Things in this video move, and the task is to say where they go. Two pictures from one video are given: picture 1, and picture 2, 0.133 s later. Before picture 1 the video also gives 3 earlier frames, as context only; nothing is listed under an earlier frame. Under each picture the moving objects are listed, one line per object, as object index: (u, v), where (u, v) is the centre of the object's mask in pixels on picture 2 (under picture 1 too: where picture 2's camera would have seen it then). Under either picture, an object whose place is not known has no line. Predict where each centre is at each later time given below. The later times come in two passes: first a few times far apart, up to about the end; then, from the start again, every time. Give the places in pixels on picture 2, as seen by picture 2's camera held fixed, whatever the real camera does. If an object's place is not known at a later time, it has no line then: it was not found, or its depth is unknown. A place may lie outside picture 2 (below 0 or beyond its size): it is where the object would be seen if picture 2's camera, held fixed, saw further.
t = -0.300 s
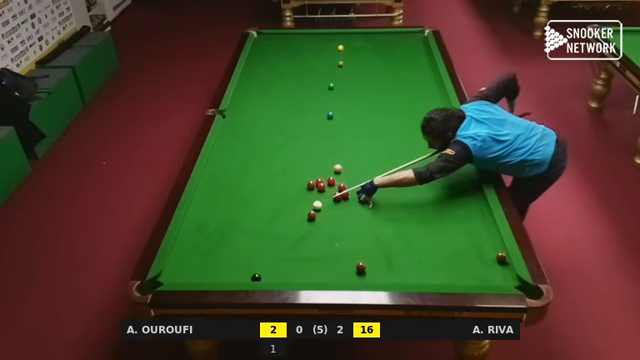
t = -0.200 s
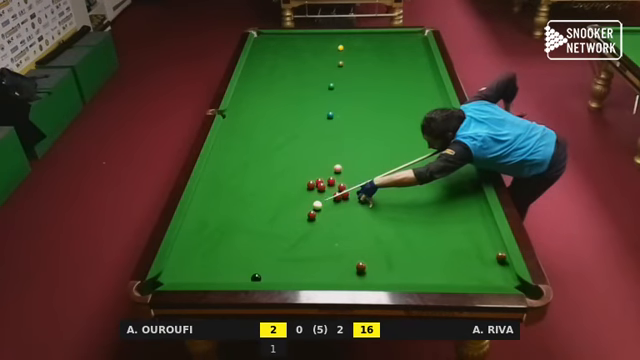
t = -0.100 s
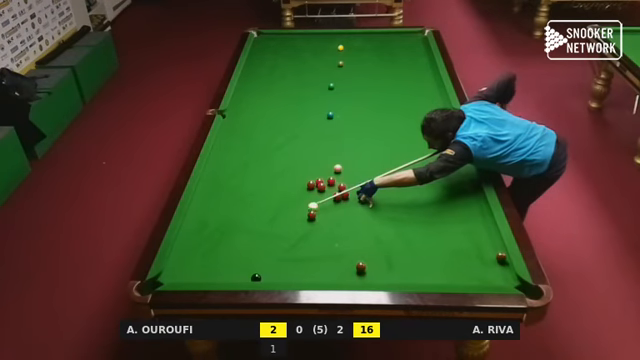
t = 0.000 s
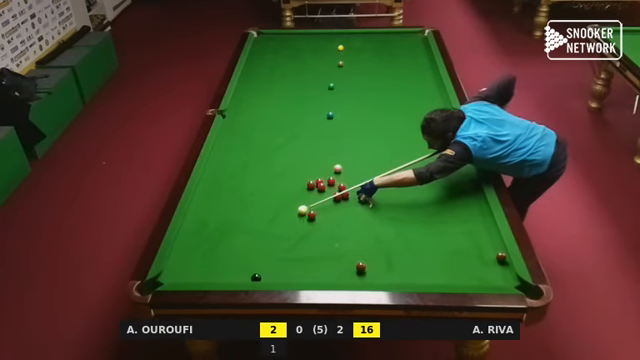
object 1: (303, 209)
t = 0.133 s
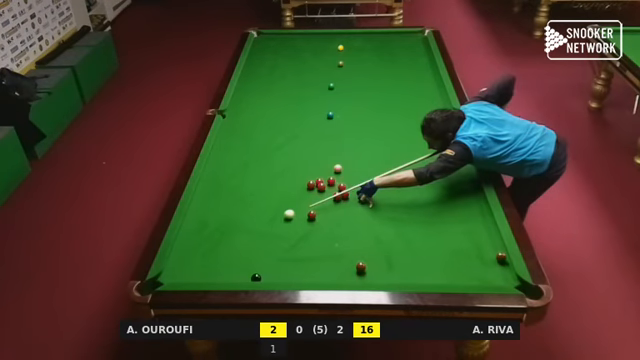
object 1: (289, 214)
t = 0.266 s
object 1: (275, 218)
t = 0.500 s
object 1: (252, 226)
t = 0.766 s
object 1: (224, 234)
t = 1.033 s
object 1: (197, 243)
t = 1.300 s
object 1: (177, 252)
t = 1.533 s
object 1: (189, 257)
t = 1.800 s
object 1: (201, 263)
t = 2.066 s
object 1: (213, 268)
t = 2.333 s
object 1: (225, 274)
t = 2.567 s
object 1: (234, 277)
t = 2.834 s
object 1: (243, 275)
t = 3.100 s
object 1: (249, 272)
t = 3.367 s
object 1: (253, 270)
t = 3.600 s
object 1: (255, 268)
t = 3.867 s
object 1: (258, 267)
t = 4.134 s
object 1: (259, 267)
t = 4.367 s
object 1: (259, 267)
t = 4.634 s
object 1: (259, 267)
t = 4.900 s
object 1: (259, 267)
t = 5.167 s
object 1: (259, 267)
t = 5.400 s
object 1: (259, 267)
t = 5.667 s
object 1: (259, 267)
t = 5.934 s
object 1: (259, 267)
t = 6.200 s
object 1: (259, 267)
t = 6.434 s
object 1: (259, 267)
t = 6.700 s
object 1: (259, 267)
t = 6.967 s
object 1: (259, 267)
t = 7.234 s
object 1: (259, 267)
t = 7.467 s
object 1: (259, 267)
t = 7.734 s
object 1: (259, 267)
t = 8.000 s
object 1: (259, 267)
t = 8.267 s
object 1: (259, 267)
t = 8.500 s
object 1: (259, 267)
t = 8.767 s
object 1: (259, 267)
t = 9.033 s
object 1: (259, 267)
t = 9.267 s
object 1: (259, 267)
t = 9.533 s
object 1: (259, 267)
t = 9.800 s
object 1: (259, 267)
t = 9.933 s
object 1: (259, 267)
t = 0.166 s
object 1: (285, 215)
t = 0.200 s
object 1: (282, 216)
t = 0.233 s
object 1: (279, 217)
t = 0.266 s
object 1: (275, 218)
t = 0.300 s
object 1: (272, 219)
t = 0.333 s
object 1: (268, 220)
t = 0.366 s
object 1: (265, 221)
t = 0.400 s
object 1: (262, 223)
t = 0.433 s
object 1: (258, 224)
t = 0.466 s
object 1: (255, 225)
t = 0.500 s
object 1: (252, 226)
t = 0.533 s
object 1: (248, 227)
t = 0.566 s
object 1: (245, 228)
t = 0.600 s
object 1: (241, 229)
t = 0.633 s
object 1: (238, 230)
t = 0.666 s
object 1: (235, 231)
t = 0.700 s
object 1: (231, 232)
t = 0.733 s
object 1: (228, 233)
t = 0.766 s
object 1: (224, 234)
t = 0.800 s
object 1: (221, 236)
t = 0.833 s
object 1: (218, 237)
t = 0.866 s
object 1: (214, 238)
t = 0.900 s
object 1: (211, 239)
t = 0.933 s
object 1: (207, 240)
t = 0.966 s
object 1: (204, 241)
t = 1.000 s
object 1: (201, 242)
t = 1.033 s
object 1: (197, 243)
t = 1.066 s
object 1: (194, 244)
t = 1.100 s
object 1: (190, 246)
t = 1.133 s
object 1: (187, 247)
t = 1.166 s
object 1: (184, 248)
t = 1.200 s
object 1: (180, 249)
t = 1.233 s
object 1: (177, 250)
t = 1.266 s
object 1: (176, 251)
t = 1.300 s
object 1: (177, 252)
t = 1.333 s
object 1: (179, 253)
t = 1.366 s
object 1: (181, 253)
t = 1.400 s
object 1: (182, 254)
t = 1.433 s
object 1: (184, 255)
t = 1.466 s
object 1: (186, 255)
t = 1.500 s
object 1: (187, 256)
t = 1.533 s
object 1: (189, 257)
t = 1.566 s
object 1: (191, 258)
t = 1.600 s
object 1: (192, 258)
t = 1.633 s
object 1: (194, 259)
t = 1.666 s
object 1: (195, 260)
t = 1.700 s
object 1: (197, 261)
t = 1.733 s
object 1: (198, 261)
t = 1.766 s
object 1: (200, 262)
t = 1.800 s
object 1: (201, 263)
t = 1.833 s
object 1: (203, 264)
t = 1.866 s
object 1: (204, 264)
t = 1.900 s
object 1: (206, 265)
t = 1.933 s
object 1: (207, 266)
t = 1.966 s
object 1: (209, 266)
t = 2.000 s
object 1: (210, 267)
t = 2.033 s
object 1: (212, 267)
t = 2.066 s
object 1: (213, 268)
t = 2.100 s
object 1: (215, 269)
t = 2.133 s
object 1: (216, 270)
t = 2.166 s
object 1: (218, 270)
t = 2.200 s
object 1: (219, 271)
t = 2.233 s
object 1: (221, 272)
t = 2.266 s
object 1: (222, 272)
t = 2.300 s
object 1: (223, 273)
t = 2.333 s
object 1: (225, 274)
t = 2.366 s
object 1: (226, 274)
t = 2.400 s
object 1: (227, 275)
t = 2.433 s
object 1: (229, 275)
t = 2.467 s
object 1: (230, 276)
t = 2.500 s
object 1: (231, 276)
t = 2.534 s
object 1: (233, 276)
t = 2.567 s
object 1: (234, 277)
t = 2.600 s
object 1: (235, 277)
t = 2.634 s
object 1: (236, 277)
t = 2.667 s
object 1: (237, 276)
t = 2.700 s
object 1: (238, 276)
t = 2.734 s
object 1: (239, 276)
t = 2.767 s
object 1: (241, 276)
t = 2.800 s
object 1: (242, 275)
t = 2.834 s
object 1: (243, 275)
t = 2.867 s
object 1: (244, 275)
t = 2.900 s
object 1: (245, 275)
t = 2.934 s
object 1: (246, 274)
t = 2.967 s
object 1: (247, 274)
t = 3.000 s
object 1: (247, 273)
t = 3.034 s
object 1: (248, 273)
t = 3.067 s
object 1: (249, 273)
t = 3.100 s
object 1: (249, 272)
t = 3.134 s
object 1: (250, 272)
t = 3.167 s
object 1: (250, 271)
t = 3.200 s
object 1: (251, 271)
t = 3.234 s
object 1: (251, 271)
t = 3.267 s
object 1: (252, 271)
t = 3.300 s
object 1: (252, 270)
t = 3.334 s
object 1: (253, 270)
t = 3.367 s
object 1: (253, 270)
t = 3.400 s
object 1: (253, 270)
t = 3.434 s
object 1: (254, 269)
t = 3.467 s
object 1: (254, 269)
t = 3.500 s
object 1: (255, 269)
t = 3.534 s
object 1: (255, 269)
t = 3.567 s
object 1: (255, 268)
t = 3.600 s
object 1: (255, 268)
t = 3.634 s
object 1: (256, 268)
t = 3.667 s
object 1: (256, 268)
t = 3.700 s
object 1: (257, 267)
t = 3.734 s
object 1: (257, 267)
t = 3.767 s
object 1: (257, 267)
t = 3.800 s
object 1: (257, 267)
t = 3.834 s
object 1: (258, 267)
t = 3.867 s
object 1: (258, 267)
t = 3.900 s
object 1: (258, 267)
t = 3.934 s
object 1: (258, 267)
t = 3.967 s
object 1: (258, 267)
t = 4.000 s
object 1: (258, 267)
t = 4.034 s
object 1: (259, 267)
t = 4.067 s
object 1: (259, 267)
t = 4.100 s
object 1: (259, 267)
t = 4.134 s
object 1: (259, 267)
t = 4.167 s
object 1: (259, 267)
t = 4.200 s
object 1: (259, 267)
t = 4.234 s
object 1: (259, 267)
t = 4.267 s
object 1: (259, 267)
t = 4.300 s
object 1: (259, 267)
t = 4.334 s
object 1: (259, 267)
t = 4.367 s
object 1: (259, 267)
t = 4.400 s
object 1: (259, 267)
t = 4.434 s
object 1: (259, 267)
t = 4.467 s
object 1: (259, 267)
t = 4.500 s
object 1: (259, 267)
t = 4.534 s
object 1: (259, 267)
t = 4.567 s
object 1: (259, 267)
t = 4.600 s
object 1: (259, 267)
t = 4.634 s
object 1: (259, 267)
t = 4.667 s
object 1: (259, 267)
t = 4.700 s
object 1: (259, 267)
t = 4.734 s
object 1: (259, 267)
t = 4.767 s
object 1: (259, 267)
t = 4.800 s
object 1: (259, 267)
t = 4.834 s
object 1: (259, 267)
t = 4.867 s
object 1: (259, 267)
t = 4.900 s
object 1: (259, 267)
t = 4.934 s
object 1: (259, 267)
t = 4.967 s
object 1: (259, 267)
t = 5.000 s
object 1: (259, 267)
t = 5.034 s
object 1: (259, 267)
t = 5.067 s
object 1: (259, 267)
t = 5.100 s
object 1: (259, 267)
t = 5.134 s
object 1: (259, 267)
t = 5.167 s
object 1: (259, 267)
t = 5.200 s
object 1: (259, 267)
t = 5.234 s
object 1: (259, 267)
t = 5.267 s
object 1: (259, 267)
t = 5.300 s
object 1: (259, 267)
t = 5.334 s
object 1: (259, 267)
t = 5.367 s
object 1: (259, 267)
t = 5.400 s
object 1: (259, 267)
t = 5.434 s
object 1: (259, 267)
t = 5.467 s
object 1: (259, 267)
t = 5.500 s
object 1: (259, 267)
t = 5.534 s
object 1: (259, 267)
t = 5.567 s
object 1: (259, 267)
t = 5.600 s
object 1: (259, 267)
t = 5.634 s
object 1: (259, 267)
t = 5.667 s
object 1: (259, 267)
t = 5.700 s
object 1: (259, 267)
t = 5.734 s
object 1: (259, 267)
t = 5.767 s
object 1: (259, 267)
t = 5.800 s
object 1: (259, 267)
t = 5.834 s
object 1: (259, 267)
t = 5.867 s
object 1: (259, 267)
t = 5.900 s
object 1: (259, 267)
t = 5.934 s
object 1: (259, 267)
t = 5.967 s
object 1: (259, 267)
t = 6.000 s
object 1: (259, 267)
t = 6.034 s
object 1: (259, 267)
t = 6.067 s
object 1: (259, 267)
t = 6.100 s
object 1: (259, 267)
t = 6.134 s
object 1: (259, 267)
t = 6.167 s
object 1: (259, 267)
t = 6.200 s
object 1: (259, 267)
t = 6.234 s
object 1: (259, 267)
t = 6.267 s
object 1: (259, 267)
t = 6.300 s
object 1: (259, 267)
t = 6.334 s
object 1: (259, 267)
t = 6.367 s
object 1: (259, 267)
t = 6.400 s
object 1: (259, 267)
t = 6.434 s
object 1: (259, 267)
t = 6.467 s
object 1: (259, 267)
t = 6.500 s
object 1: (259, 267)
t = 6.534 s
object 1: (259, 267)
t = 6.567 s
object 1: (259, 267)
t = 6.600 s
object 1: (259, 267)
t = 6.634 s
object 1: (259, 267)
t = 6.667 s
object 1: (259, 267)
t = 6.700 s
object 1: (259, 267)
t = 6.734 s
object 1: (259, 267)
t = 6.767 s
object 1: (259, 267)
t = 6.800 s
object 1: (259, 267)
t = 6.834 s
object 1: (259, 267)
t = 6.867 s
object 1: (259, 267)
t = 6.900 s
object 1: (259, 267)
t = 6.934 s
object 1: (259, 267)
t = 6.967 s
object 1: (259, 267)
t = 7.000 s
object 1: (259, 267)
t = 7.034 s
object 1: (259, 267)
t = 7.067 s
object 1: (259, 267)
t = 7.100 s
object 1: (259, 267)
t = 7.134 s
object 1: (259, 267)
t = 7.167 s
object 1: (259, 267)
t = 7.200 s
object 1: (259, 267)
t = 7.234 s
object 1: (259, 267)
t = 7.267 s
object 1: (259, 267)
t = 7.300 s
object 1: (259, 267)
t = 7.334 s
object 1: (259, 267)
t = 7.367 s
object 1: (259, 267)
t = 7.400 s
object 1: (259, 267)
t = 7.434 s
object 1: (259, 267)
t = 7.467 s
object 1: (259, 267)
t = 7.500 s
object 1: (259, 267)
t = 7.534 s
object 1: (259, 267)
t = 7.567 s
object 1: (259, 267)
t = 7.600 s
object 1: (259, 267)
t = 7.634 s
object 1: (259, 267)
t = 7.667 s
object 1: (259, 267)
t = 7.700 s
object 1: (259, 267)
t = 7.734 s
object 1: (259, 267)
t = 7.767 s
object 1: (259, 267)
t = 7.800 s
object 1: (259, 267)
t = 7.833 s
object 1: (259, 267)
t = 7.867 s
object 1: (259, 267)
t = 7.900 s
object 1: (259, 267)
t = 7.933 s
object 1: (259, 267)
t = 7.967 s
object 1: (259, 267)
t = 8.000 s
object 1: (259, 267)
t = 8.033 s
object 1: (259, 267)
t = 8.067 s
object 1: (259, 267)
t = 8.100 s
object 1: (259, 267)
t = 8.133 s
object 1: (259, 267)
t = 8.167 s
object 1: (259, 267)
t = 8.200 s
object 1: (259, 267)
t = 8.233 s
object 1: (259, 267)
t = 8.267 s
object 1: (259, 267)
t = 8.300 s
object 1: (259, 267)
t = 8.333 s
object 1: (259, 267)
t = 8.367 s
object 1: (259, 267)
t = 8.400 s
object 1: (259, 267)
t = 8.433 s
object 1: (259, 267)
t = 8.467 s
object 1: (259, 267)
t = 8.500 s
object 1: (259, 267)
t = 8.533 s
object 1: (259, 267)
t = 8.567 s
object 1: (259, 267)
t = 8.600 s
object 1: (259, 267)
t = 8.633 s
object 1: (259, 267)
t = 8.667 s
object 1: (259, 267)
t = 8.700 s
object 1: (259, 267)
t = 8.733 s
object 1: (259, 267)
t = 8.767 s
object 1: (259, 267)
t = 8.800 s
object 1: (259, 267)
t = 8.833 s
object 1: (259, 267)
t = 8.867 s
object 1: (259, 267)
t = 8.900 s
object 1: (259, 267)
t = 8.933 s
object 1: (259, 267)
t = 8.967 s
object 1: (259, 267)
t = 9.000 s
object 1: (259, 267)
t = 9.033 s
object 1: (259, 267)
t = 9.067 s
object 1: (259, 267)
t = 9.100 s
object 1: (259, 267)
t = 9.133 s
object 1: (259, 267)
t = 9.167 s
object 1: (259, 267)
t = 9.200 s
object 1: (259, 267)
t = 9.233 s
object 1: (259, 267)
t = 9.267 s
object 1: (259, 267)
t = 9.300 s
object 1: (259, 267)
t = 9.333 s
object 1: (259, 267)
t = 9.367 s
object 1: (259, 267)
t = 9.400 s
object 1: (259, 267)
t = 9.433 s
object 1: (259, 267)
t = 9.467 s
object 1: (259, 267)
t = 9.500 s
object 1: (259, 267)
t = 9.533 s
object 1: (259, 267)
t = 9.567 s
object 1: (259, 267)
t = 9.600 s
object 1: (259, 267)
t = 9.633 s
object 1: (259, 267)
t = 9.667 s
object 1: (259, 267)
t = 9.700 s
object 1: (259, 267)
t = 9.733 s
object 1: (259, 267)
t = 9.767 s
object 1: (259, 267)
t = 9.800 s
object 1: (259, 267)
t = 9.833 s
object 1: (259, 267)
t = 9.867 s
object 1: (259, 267)
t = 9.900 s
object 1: (259, 267)
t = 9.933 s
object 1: (259, 267)
